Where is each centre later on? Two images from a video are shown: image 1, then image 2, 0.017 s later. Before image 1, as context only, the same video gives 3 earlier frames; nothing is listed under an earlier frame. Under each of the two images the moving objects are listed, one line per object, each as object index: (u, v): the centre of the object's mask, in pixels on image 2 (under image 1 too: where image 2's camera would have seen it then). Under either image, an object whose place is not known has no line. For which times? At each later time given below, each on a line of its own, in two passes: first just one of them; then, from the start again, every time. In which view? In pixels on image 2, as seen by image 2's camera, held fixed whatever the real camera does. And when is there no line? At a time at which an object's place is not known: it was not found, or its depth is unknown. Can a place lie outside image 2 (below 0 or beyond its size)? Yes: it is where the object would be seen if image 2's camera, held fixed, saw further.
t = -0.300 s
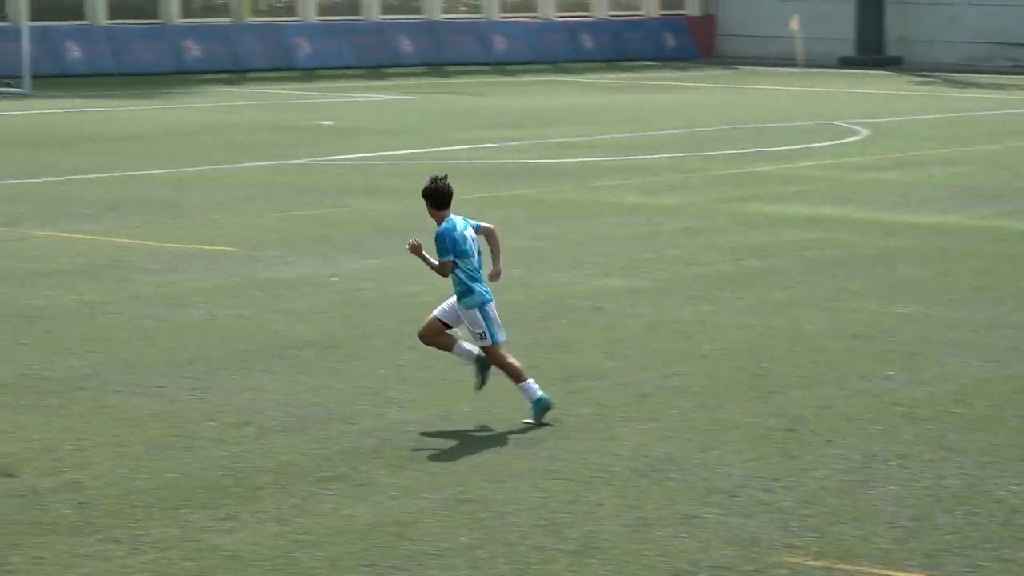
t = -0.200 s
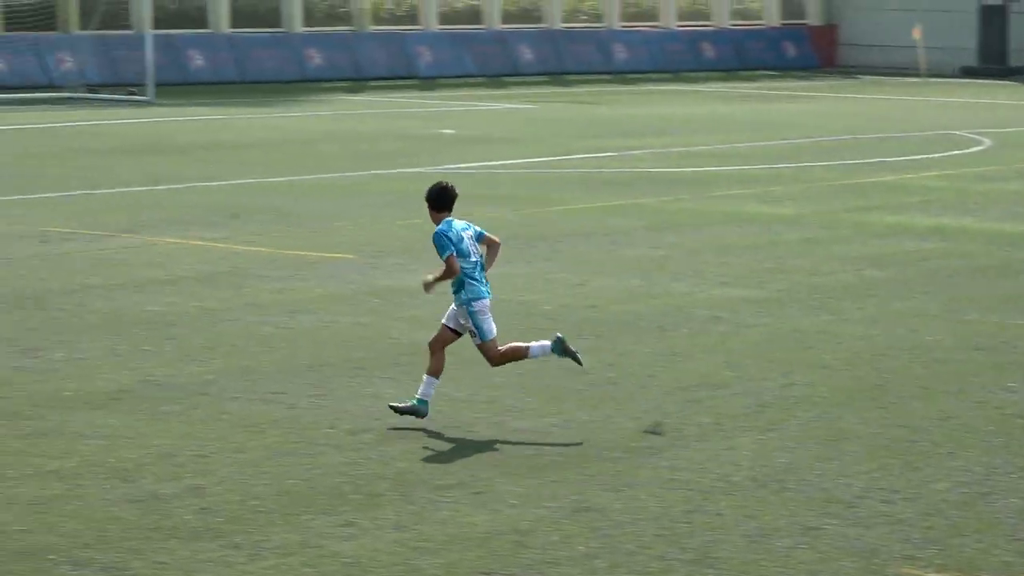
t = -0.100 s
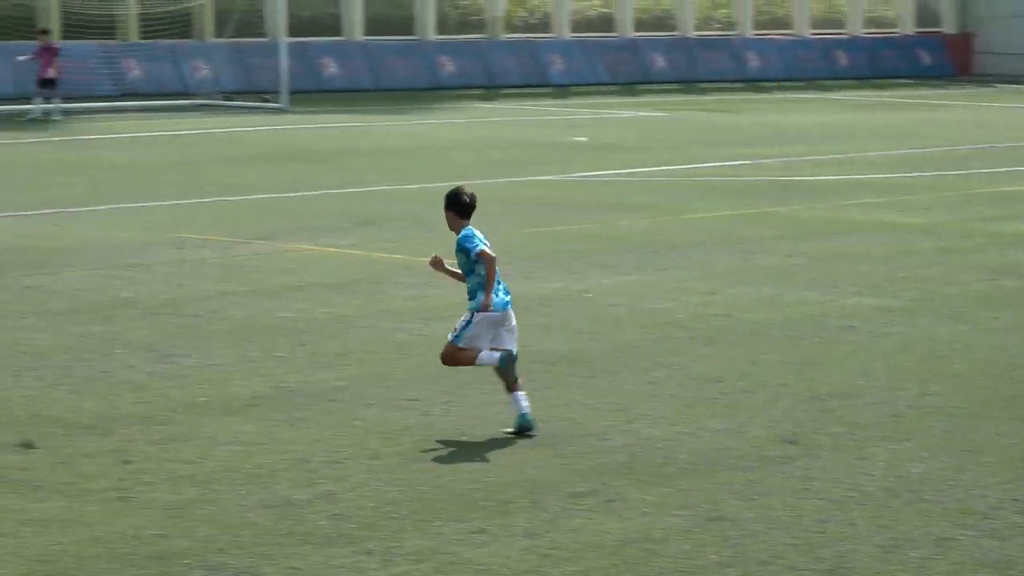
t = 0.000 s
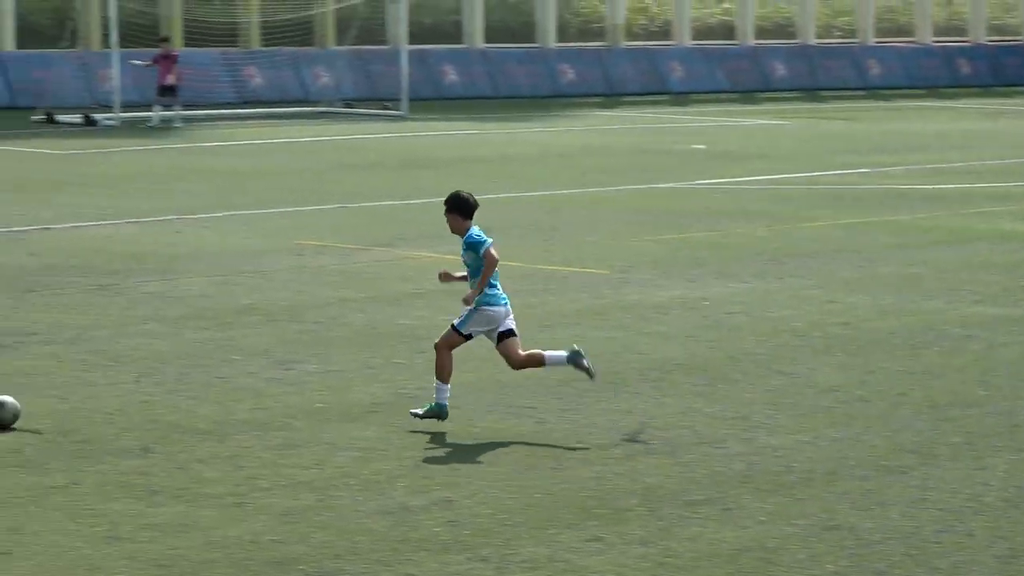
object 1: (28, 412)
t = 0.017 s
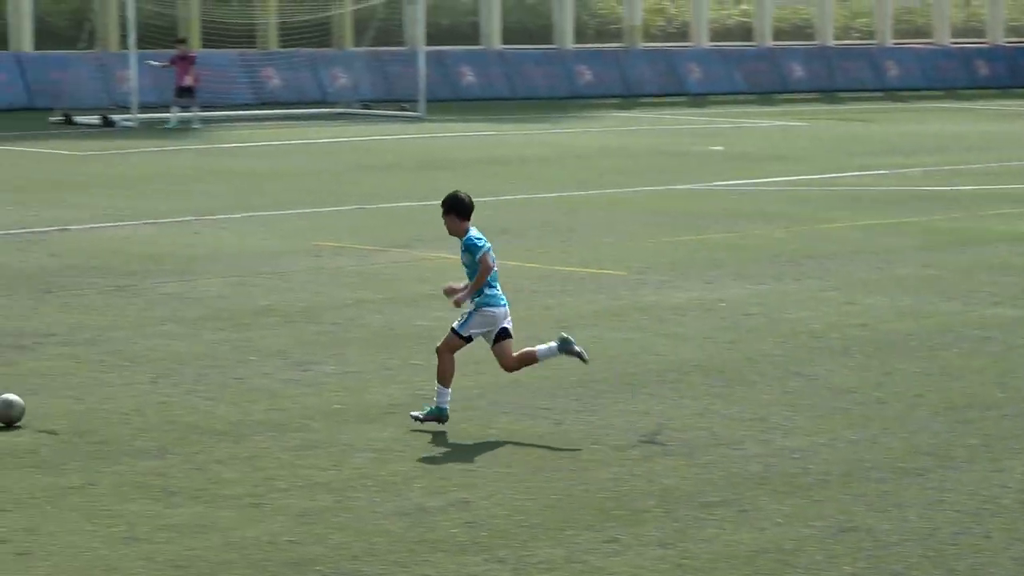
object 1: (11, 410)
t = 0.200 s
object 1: (-136, 393)
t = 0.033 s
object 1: (-4, 408)
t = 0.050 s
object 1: (-18, 407)
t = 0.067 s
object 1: (-32, 406)
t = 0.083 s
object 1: (-45, 404)
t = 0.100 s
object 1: (-58, 401)
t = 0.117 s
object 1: (-71, 399)
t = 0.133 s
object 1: (-85, 397)
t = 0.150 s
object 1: (-98, 396)
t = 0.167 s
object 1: (-111, 396)
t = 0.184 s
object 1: (-124, 394)
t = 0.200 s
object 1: (-136, 393)
